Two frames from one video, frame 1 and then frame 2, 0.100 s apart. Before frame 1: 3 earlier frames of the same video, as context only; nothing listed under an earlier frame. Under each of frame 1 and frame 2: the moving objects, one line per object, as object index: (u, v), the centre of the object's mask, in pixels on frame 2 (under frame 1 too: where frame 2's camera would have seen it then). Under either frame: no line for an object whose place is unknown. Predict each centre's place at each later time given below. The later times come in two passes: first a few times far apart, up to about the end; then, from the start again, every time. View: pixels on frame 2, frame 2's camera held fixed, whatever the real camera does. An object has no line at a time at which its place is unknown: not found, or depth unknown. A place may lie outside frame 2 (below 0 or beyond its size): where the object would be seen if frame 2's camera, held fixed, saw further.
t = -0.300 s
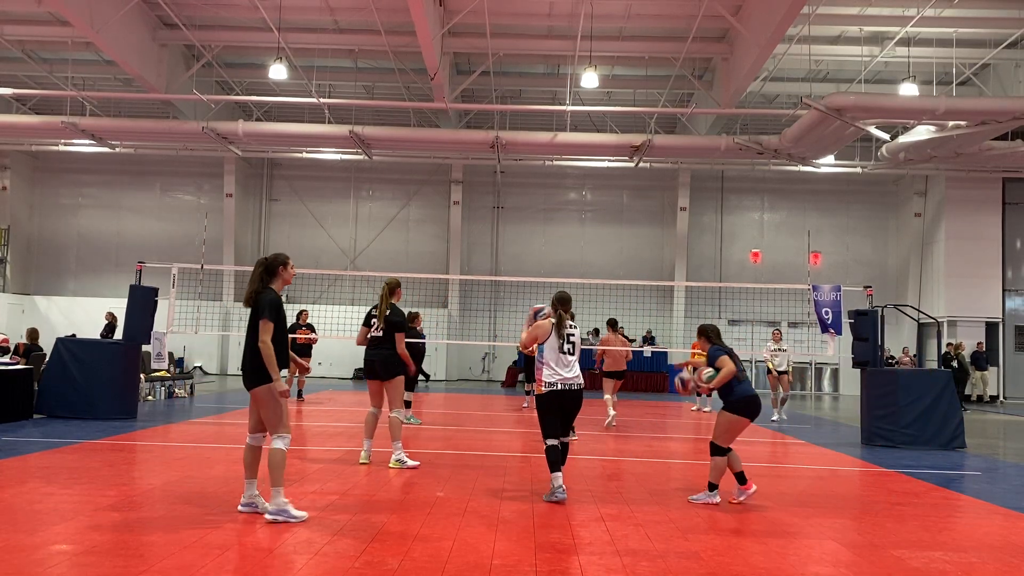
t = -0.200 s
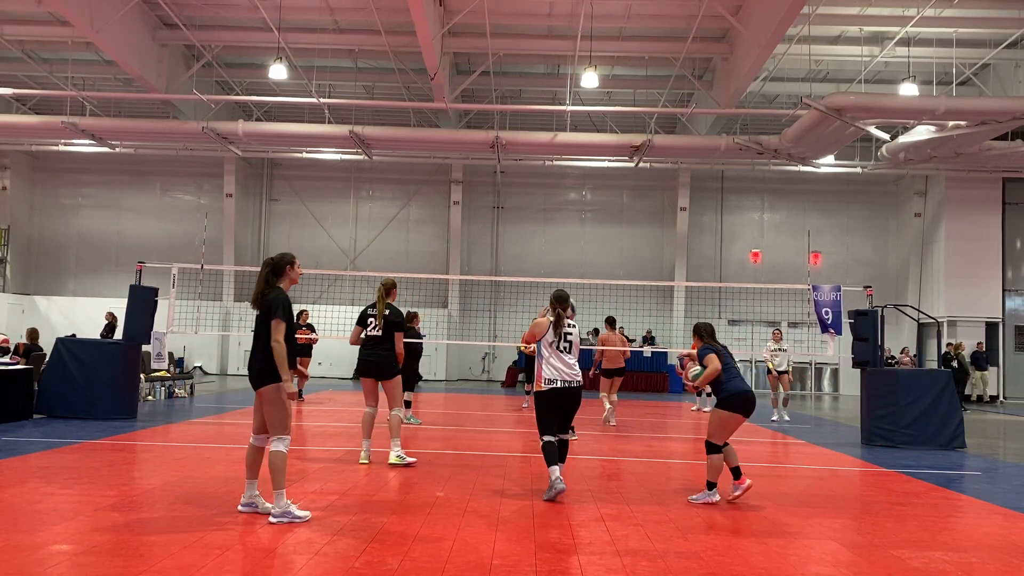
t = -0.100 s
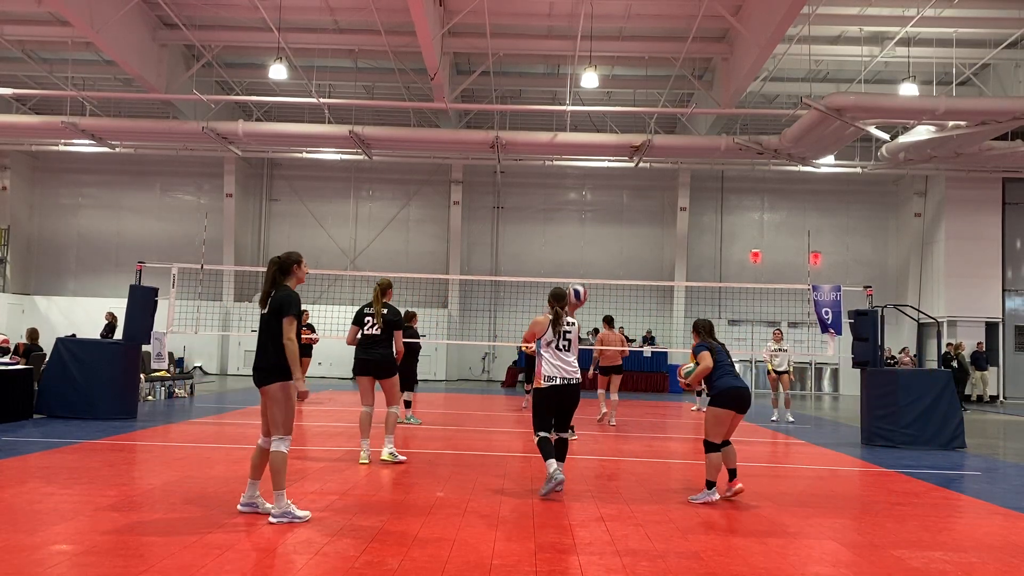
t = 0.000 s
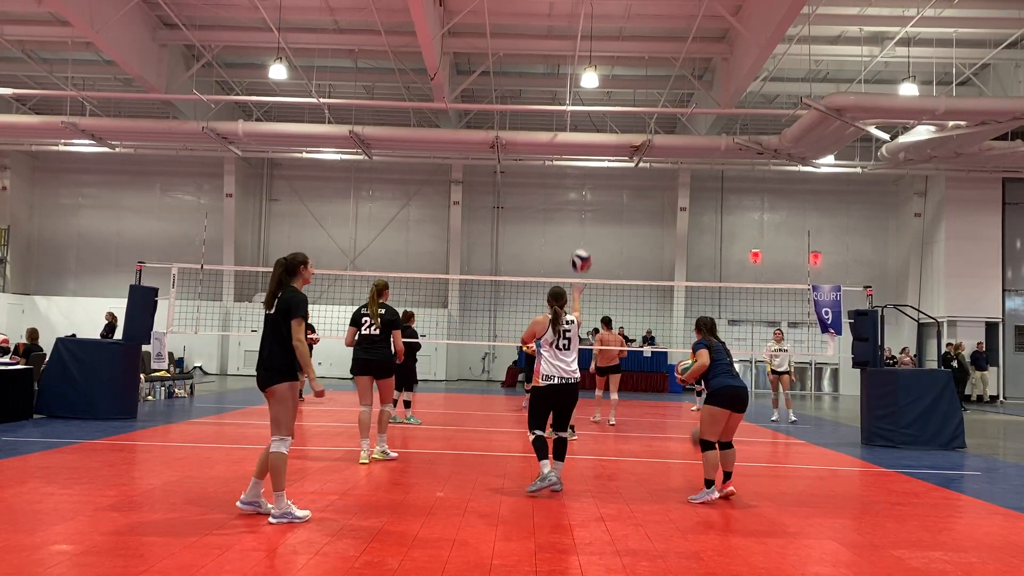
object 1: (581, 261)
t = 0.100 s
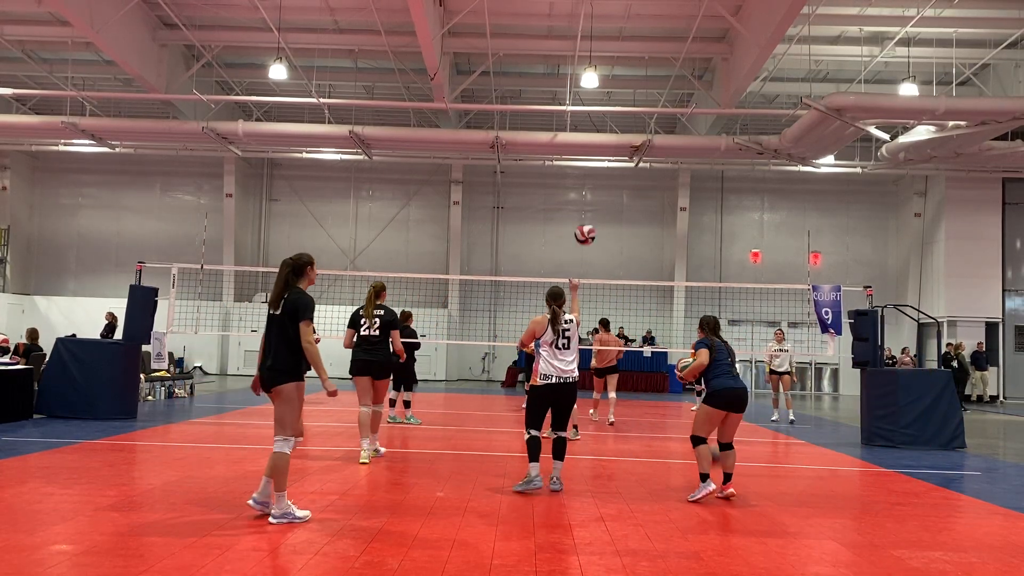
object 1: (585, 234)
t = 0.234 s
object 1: (590, 217)
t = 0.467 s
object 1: (596, 227)
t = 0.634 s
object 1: (600, 259)
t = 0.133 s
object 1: (586, 228)
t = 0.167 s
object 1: (588, 223)
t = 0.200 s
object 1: (589, 220)
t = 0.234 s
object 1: (590, 217)
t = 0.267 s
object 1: (591, 216)
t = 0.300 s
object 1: (592, 216)
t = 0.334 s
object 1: (593, 216)
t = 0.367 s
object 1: (594, 218)
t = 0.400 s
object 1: (595, 220)
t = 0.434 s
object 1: (595, 223)
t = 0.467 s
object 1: (596, 227)
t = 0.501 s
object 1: (597, 232)
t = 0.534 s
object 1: (598, 238)
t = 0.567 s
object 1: (598, 245)
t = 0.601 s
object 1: (599, 252)
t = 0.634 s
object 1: (600, 259)
